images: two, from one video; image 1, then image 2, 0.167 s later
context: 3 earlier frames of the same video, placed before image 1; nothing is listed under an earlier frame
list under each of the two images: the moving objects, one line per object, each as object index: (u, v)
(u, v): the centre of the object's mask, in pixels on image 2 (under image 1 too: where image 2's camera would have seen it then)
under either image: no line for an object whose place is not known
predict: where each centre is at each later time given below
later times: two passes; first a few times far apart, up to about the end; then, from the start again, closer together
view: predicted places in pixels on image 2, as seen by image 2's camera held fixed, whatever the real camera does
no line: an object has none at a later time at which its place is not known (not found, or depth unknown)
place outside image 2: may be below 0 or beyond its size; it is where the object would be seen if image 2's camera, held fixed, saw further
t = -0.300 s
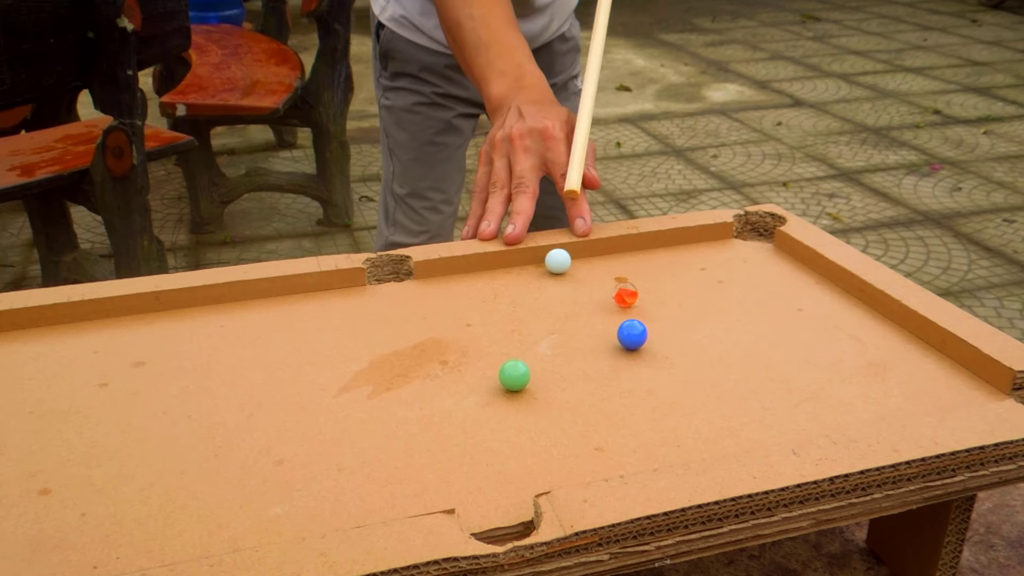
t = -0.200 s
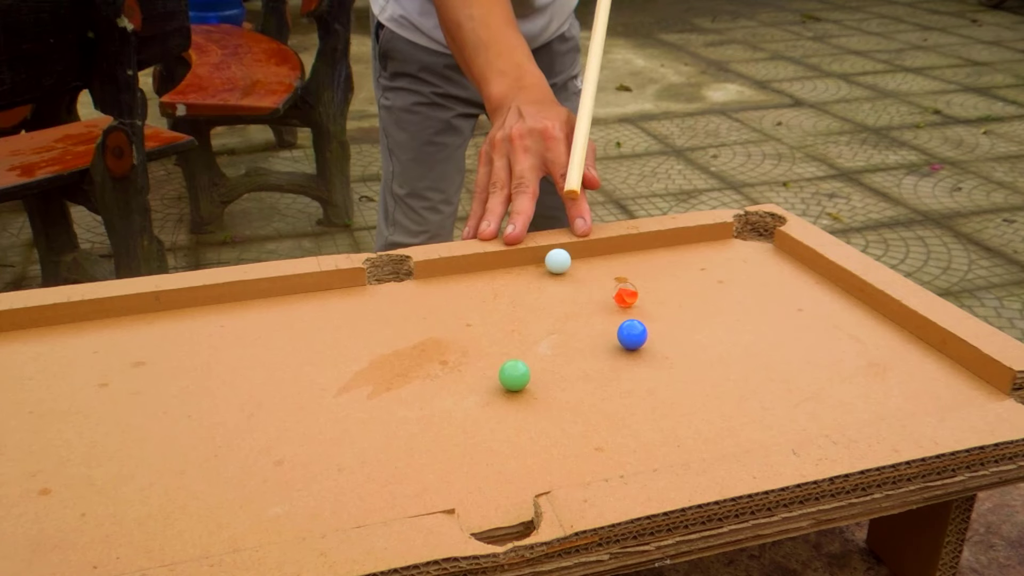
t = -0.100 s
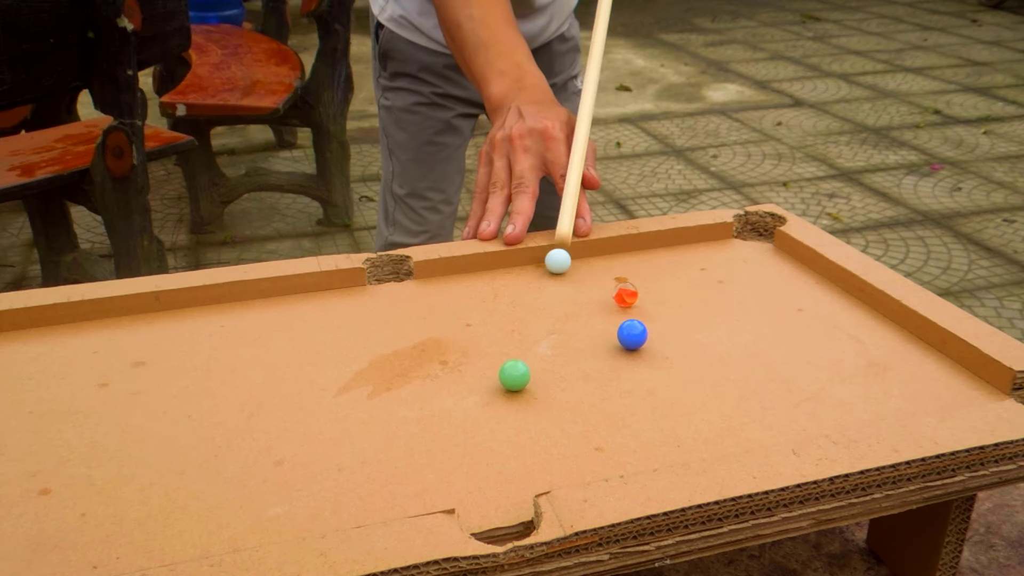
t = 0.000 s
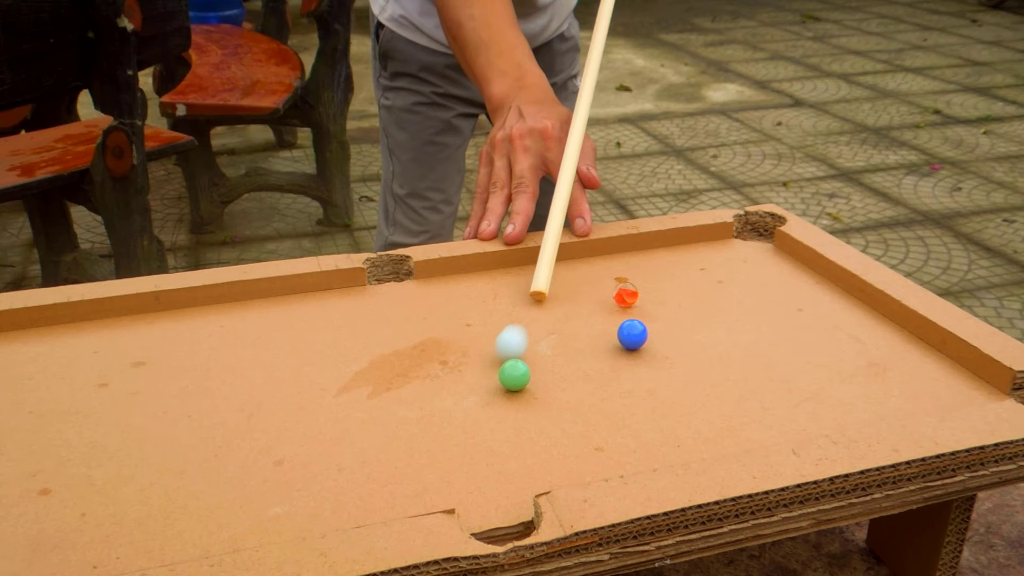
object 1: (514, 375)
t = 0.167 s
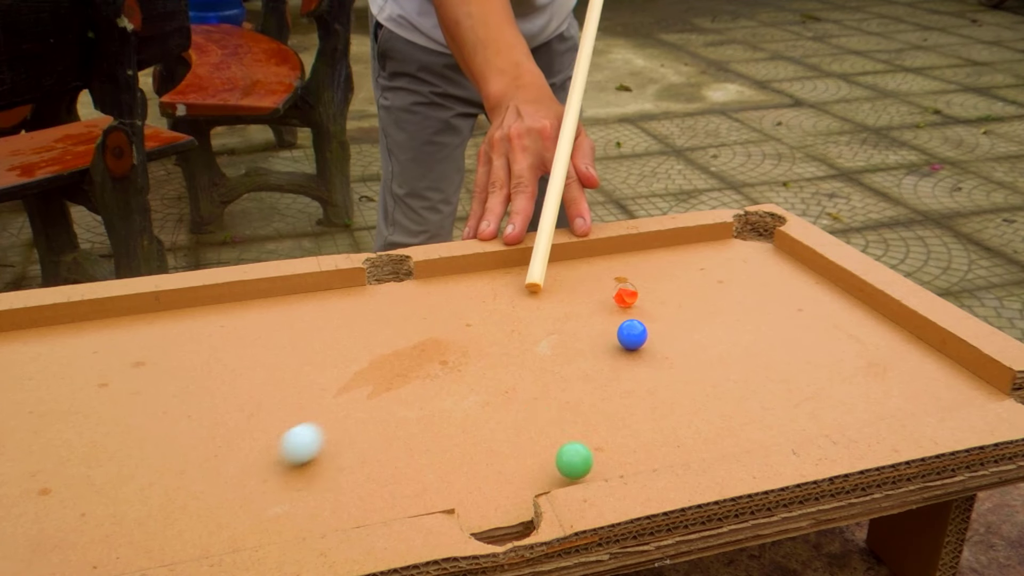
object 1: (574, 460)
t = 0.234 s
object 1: (564, 453)
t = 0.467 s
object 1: (532, 417)
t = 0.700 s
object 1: (495, 383)
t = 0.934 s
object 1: (459, 351)
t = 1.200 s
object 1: (417, 318)
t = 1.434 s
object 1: (378, 289)
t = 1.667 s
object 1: (359, 282)
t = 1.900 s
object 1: (356, 281)
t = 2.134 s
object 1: (362, 278)
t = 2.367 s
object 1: (362, 278)
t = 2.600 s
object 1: (362, 278)
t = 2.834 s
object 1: (362, 278)
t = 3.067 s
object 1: (362, 278)
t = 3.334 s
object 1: (362, 278)
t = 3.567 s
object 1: (362, 278)
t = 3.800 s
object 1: (362, 278)
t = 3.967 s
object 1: (362, 278)
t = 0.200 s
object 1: (569, 457)
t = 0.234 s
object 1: (564, 453)
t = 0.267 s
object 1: (560, 448)
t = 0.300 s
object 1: (555, 443)
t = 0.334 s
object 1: (550, 437)
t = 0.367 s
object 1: (546, 432)
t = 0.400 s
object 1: (542, 427)
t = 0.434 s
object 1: (537, 422)
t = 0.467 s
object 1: (532, 417)
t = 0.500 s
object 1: (528, 412)
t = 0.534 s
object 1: (522, 407)
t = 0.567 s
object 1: (517, 402)
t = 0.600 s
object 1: (512, 398)
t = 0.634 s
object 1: (506, 393)
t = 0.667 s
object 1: (501, 388)
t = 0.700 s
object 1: (495, 383)
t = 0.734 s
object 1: (490, 379)
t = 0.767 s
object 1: (485, 374)
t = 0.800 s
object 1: (480, 370)
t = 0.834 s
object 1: (475, 365)
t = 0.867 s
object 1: (470, 360)
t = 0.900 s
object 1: (465, 356)
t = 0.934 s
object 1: (459, 351)
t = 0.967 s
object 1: (454, 347)
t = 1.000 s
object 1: (449, 343)
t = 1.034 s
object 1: (444, 339)
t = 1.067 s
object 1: (439, 334)
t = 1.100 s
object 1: (433, 330)
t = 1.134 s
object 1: (428, 326)
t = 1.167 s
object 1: (422, 322)
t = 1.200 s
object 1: (417, 318)
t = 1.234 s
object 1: (411, 313)
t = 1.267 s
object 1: (405, 309)
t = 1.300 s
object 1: (400, 305)
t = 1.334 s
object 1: (394, 301)
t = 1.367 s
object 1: (389, 297)
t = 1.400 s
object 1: (383, 293)
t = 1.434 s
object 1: (378, 289)
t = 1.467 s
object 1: (373, 284)
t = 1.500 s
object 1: (368, 280)
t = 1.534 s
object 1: (364, 278)
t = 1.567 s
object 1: (363, 280)
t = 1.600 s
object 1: (361, 281)
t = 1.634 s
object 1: (360, 281)
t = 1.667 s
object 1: (359, 282)
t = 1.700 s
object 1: (358, 282)
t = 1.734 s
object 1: (356, 282)
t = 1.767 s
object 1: (356, 282)
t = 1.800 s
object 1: (355, 282)
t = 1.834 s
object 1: (355, 282)
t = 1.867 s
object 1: (355, 281)
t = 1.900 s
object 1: (356, 281)
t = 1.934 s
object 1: (357, 280)
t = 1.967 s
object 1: (358, 280)
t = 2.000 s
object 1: (358, 279)
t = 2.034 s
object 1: (359, 279)
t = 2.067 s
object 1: (360, 278)
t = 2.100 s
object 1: (361, 278)
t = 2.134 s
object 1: (362, 278)
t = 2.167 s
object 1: (362, 278)
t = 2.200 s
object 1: (362, 278)
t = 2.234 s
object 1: (362, 278)
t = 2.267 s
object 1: (362, 278)
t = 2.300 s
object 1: (362, 278)
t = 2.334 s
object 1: (362, 278)
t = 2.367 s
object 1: (362, 278)
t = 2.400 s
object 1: (362, 278)
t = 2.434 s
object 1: (362, 278)
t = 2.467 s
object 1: (362, 278)
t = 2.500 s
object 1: (362, 278)
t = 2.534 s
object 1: (362, 278)
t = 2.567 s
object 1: (362, 278)
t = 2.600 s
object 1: (362, 278)
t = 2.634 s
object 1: (362, 278)
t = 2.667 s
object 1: (362, 278)
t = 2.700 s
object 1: (362, 278)
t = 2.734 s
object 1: (362, 278)
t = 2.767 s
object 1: (362, 278)
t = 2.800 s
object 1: (362, 278)
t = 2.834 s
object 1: (362, 278)
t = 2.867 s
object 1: (362, 278)
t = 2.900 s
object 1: (362, 278)
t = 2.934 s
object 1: (362, 278)
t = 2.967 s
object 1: (362, 278)
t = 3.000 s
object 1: (362, 278)
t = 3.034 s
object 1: (362, 278)
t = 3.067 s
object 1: (362, 278)
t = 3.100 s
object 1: (362, 278)
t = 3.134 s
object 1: (362, 278)
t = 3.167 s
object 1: (362, 278)
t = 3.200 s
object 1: (362, 278)
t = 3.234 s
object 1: (362, 278)
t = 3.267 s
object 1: (362, 278)
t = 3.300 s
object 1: (362, 278)
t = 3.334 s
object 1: (362, 278)
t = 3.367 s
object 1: (362, 278)
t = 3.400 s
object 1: (362, 278)
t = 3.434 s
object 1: (362, 278)
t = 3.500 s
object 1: (362, 278)
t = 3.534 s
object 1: (362, 278)
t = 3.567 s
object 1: (362, 278)
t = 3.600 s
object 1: (362, 278)
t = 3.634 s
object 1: (362, 278)
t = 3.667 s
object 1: (362, 278)
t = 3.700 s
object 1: (362, 278)
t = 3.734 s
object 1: (362, 278)
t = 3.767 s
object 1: (362, 278)
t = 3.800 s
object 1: (362, 278)
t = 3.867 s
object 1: (362, 278)
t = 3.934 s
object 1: (362, 278)
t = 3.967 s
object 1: (362, 278)
